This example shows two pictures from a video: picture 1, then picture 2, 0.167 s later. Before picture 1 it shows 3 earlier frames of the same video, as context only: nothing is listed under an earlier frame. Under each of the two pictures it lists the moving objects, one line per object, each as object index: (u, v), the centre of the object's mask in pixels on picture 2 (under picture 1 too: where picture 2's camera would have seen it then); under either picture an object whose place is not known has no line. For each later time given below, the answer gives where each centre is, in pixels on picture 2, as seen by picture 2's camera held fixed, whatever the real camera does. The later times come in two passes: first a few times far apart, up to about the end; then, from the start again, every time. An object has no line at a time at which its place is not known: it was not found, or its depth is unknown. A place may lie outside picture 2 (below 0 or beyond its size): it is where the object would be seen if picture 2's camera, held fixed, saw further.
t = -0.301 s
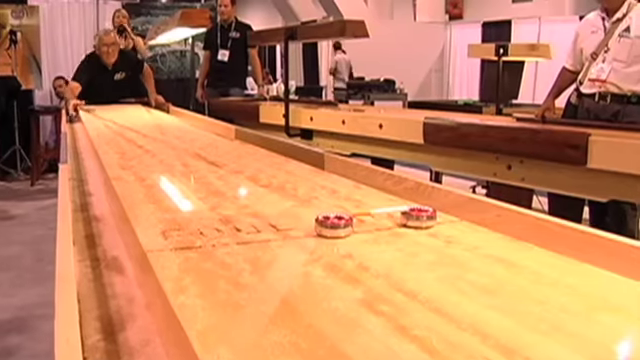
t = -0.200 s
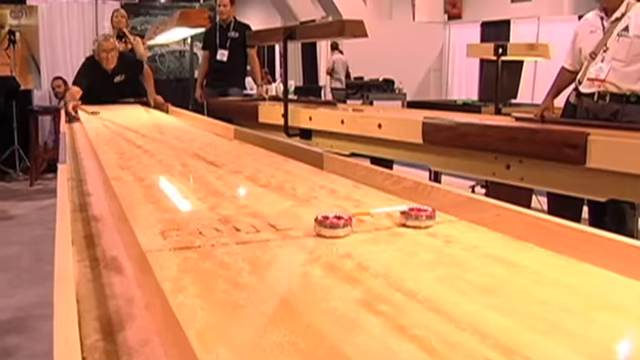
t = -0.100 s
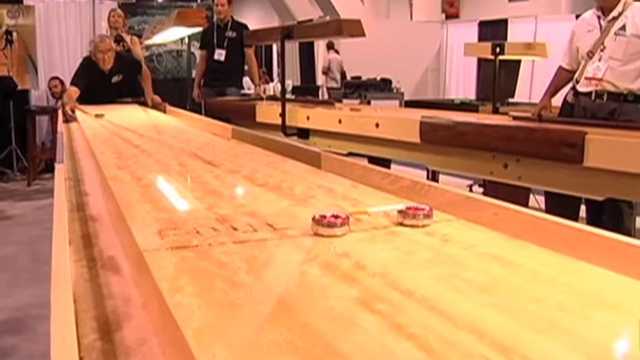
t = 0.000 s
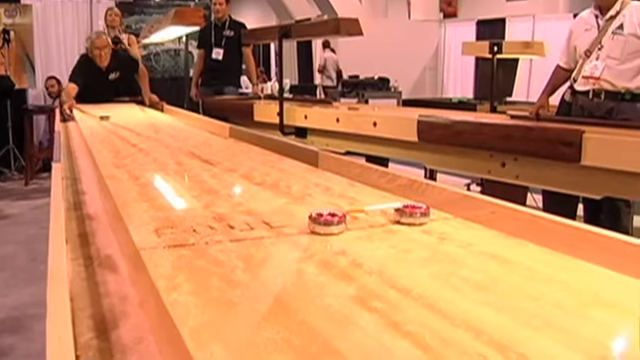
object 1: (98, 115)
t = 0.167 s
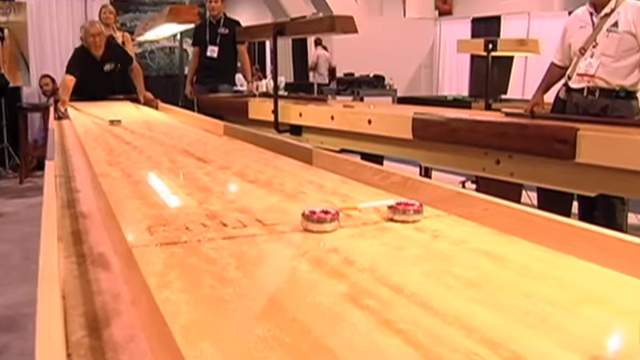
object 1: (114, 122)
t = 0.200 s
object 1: (118, 123)
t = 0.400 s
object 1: (147, 135)
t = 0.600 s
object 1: (195, 153)
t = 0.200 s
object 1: (118, 123)
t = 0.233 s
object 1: (122, 125)
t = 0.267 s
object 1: (127, 127)
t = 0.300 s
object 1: (131, 129)
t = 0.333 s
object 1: (136, 131)
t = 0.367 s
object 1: (141, 133)
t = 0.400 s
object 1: (147, 135)
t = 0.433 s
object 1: (154, 137)
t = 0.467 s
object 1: (160, 140)
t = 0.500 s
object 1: (168, 142)
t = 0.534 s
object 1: (176, 145)
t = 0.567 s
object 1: (184, 149)
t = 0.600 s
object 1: (195, 153)
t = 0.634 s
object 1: (205, 157)
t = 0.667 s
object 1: (217, 161)
